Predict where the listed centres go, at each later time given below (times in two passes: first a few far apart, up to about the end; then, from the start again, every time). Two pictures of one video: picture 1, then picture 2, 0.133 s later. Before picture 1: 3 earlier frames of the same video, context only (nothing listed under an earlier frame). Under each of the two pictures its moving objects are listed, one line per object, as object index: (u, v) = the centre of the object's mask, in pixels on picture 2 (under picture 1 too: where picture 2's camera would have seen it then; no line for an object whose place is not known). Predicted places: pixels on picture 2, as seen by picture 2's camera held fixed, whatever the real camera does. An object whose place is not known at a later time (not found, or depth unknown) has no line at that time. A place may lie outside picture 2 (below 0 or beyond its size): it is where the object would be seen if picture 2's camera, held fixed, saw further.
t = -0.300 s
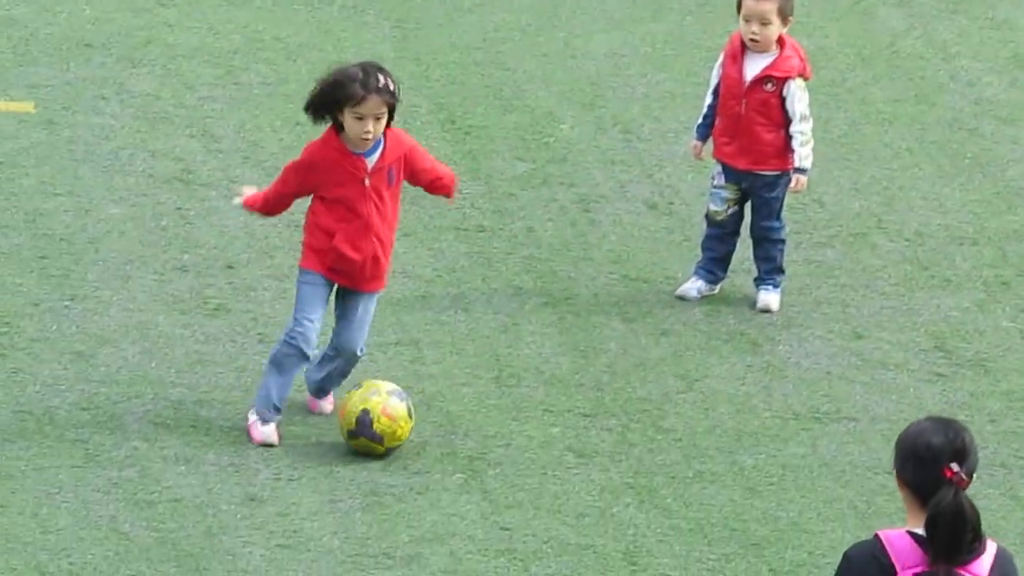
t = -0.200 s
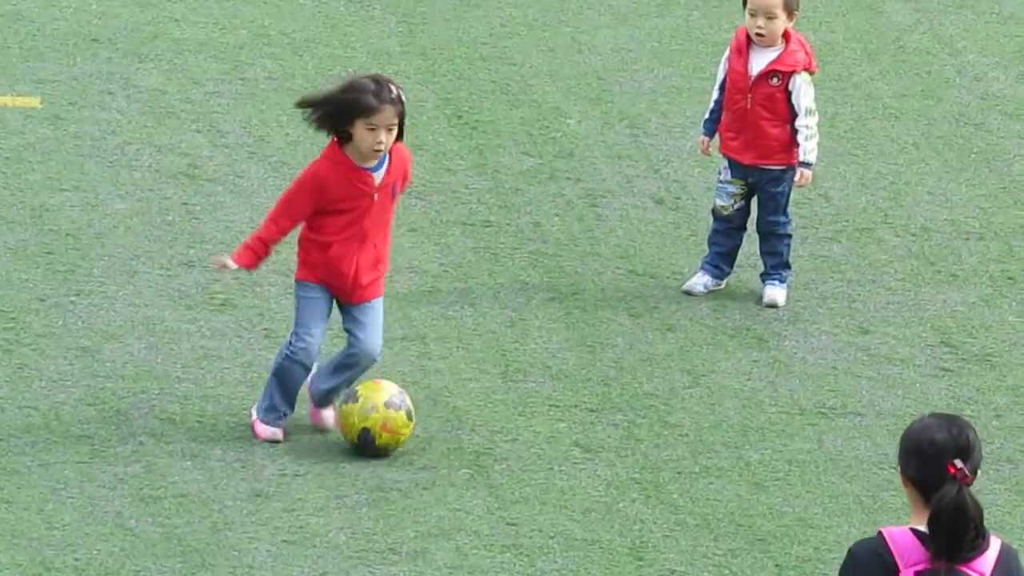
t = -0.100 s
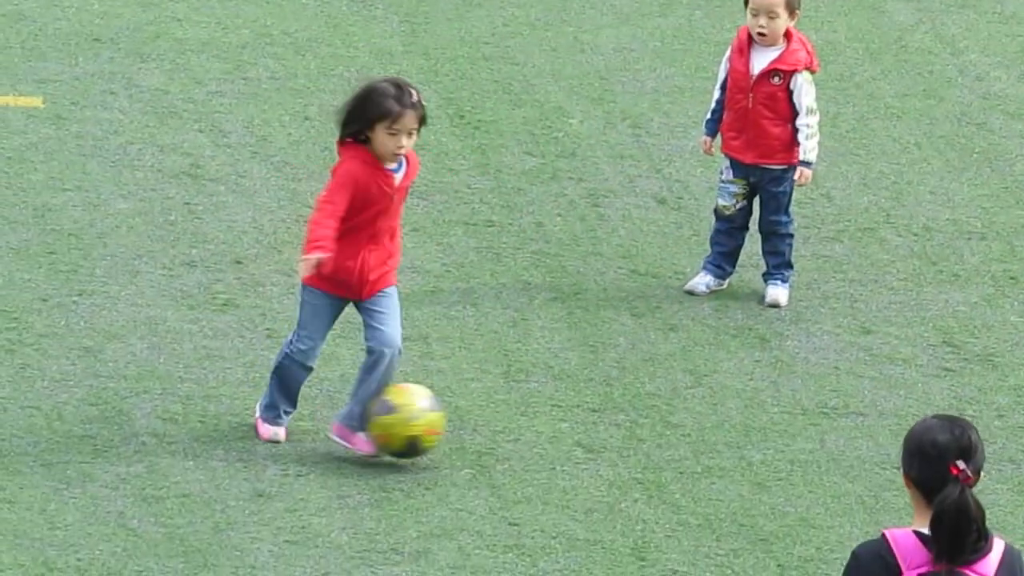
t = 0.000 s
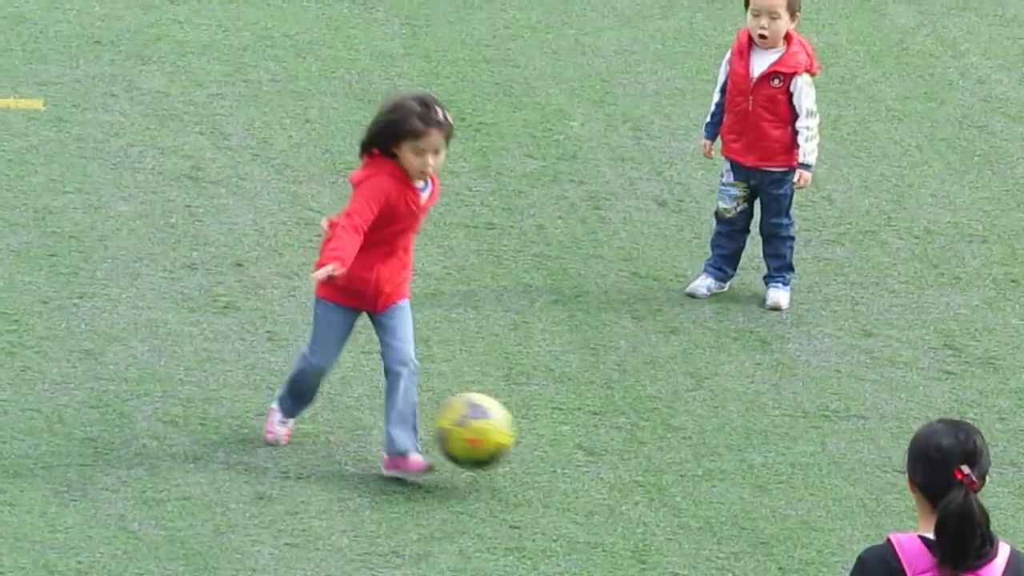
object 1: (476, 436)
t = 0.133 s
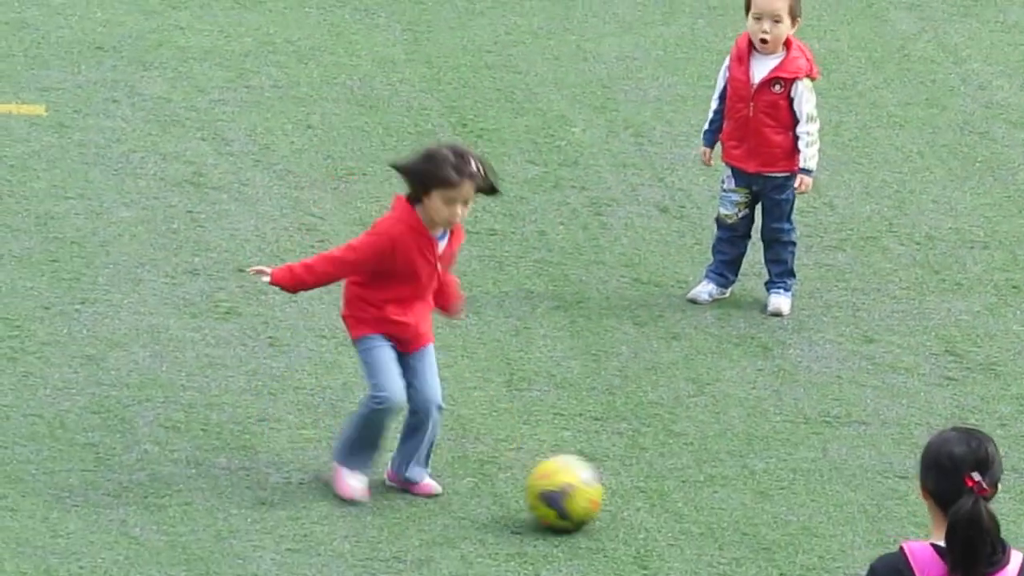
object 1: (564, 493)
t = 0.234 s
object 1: (605, 492)
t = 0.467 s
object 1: (704, 533)
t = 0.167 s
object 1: (577, 490)
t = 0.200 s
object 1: (591, 489)
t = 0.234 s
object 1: (605, 492)
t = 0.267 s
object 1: (617, 499)
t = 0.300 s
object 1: (631, 510)
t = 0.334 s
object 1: (645, 517)
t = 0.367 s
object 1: (660, 518)
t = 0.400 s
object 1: (676, 524)
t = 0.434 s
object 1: (691, 532)
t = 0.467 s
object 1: (704, 533)
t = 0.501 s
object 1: (720, 538)
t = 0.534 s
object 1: (733, 541)
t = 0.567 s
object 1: (748, 544)
